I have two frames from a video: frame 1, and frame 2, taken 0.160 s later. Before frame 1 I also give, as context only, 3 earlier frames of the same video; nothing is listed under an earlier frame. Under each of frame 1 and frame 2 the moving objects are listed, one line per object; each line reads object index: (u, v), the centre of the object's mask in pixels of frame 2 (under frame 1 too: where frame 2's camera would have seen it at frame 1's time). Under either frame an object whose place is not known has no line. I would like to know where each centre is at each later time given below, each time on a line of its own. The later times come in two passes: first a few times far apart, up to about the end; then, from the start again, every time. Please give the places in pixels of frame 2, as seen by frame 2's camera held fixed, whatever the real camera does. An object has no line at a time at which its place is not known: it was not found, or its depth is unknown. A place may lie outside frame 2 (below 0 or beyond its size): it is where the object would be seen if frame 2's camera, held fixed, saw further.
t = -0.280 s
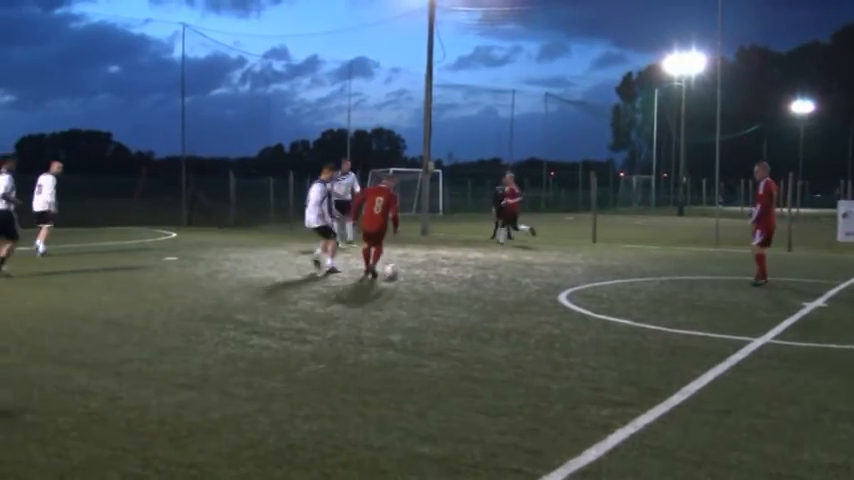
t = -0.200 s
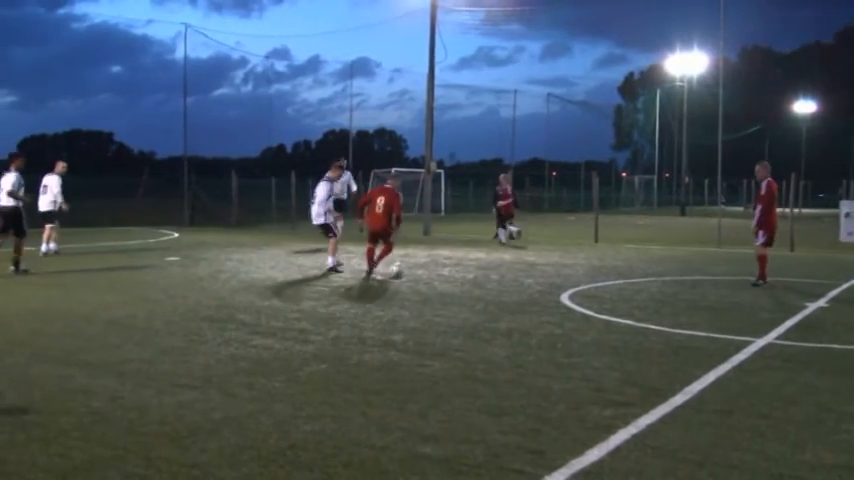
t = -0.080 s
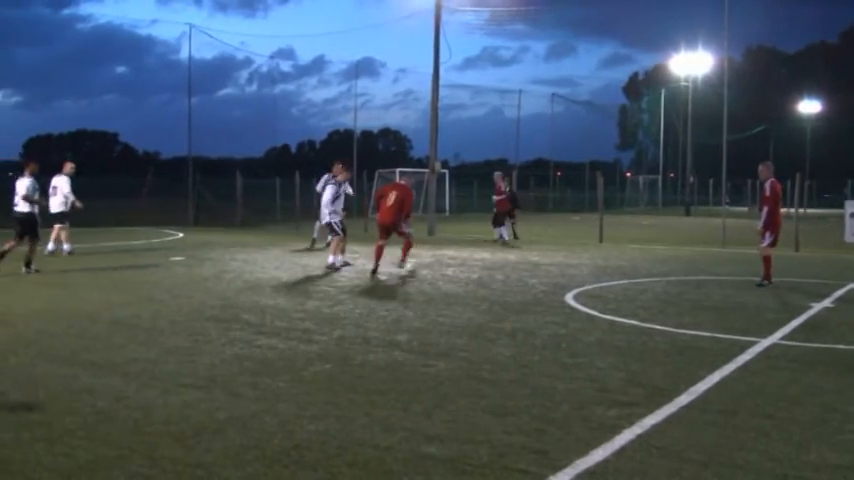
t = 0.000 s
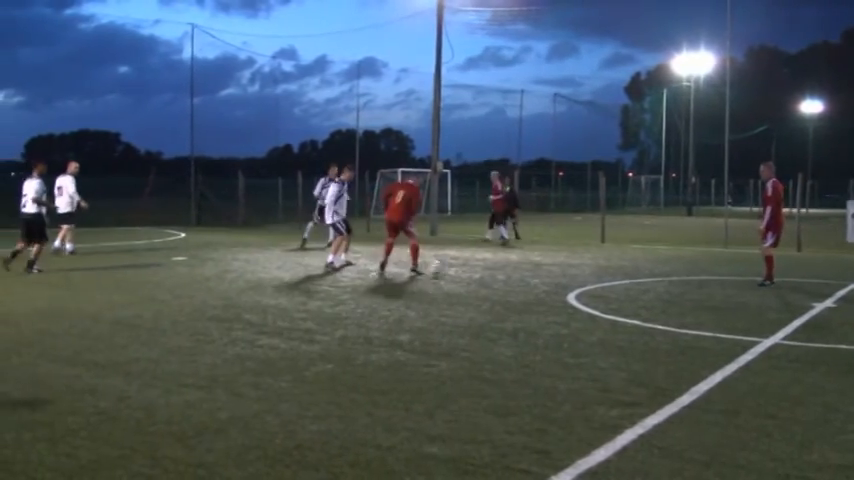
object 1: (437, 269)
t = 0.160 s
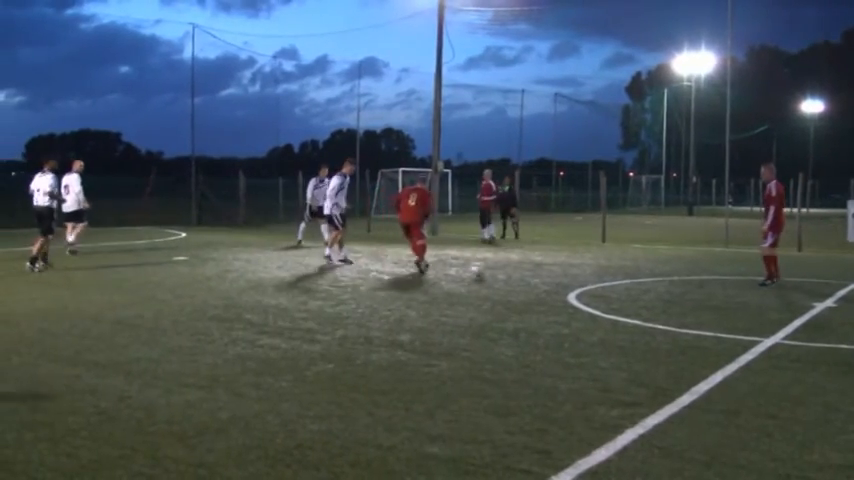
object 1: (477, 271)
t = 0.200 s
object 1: (488, 273)
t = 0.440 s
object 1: (536, 276)
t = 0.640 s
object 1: (572, 278)
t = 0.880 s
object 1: (618, 280)
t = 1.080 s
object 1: (654, 282)
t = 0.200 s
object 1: (488, 273)
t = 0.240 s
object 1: (497, 274)
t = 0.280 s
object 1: (505, 274)
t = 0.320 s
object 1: (514, 274)
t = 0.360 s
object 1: (522, 275)
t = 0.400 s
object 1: (529, 275)
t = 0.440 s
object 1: (536, 276)
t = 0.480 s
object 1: (545, 276)
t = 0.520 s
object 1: (551, 276)
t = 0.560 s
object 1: (559, 277)
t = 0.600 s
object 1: (566, 277)
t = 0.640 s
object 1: (572, 278)
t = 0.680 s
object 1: (581, 278)
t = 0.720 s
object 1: (587, 277)
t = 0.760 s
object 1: (595, 278)
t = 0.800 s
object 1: (603, 280)
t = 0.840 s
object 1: (610, 280)
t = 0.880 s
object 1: (618, 280)
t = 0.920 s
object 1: (625, 280)
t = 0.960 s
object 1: (632, 281)
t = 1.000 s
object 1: (640, 281)
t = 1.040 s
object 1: (646, 282)
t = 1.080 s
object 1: (654, 282)
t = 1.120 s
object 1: (662, 282)
